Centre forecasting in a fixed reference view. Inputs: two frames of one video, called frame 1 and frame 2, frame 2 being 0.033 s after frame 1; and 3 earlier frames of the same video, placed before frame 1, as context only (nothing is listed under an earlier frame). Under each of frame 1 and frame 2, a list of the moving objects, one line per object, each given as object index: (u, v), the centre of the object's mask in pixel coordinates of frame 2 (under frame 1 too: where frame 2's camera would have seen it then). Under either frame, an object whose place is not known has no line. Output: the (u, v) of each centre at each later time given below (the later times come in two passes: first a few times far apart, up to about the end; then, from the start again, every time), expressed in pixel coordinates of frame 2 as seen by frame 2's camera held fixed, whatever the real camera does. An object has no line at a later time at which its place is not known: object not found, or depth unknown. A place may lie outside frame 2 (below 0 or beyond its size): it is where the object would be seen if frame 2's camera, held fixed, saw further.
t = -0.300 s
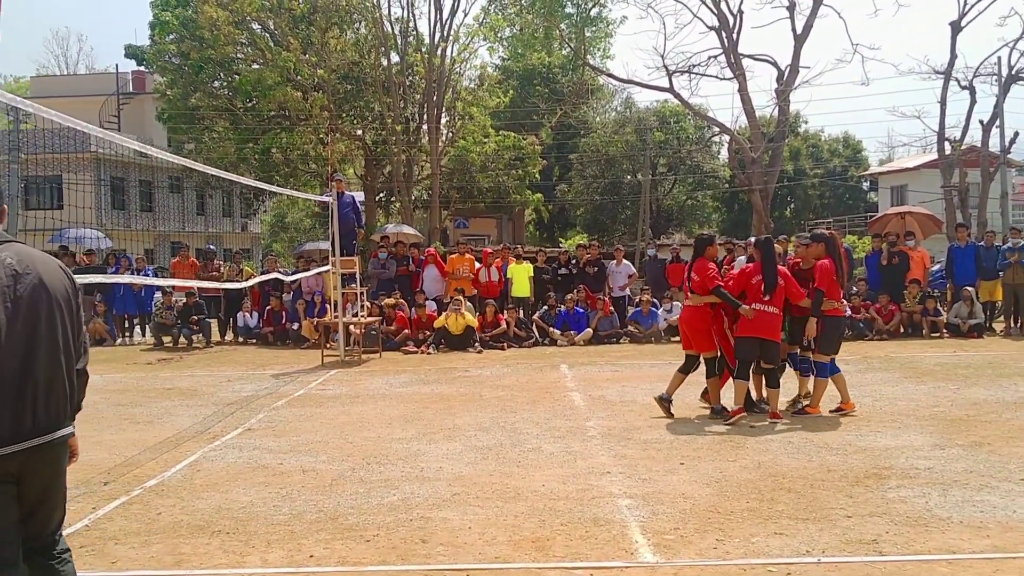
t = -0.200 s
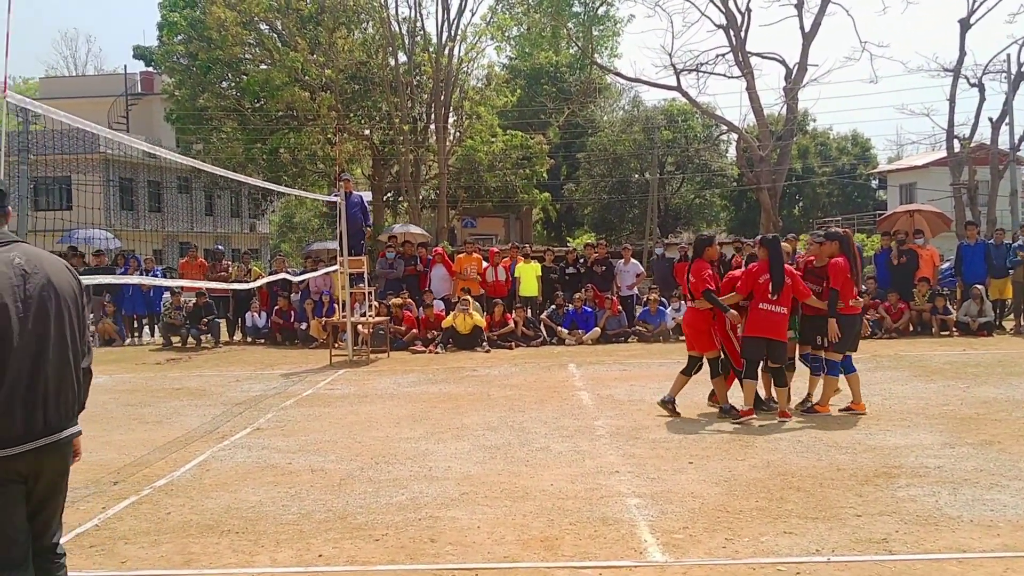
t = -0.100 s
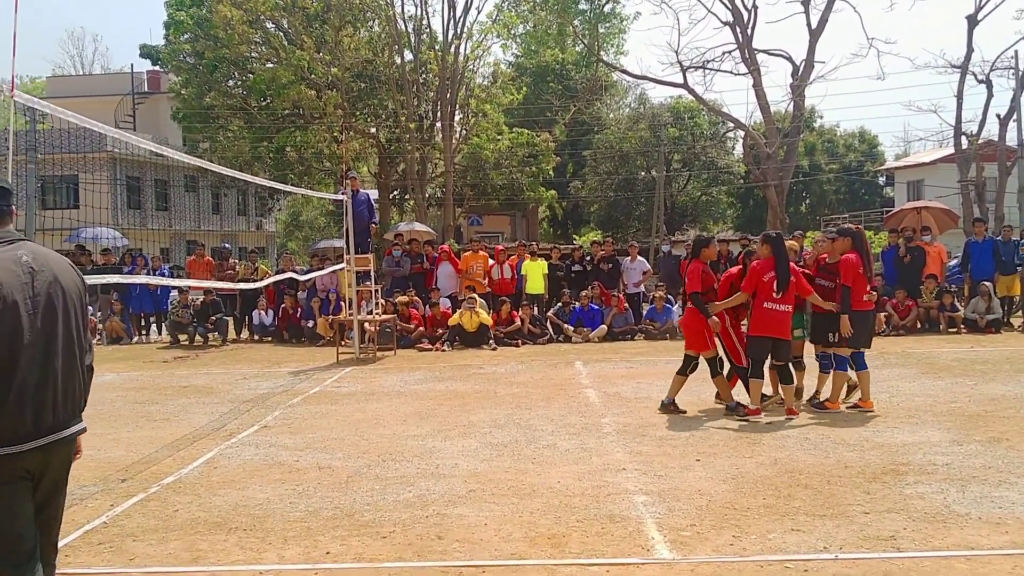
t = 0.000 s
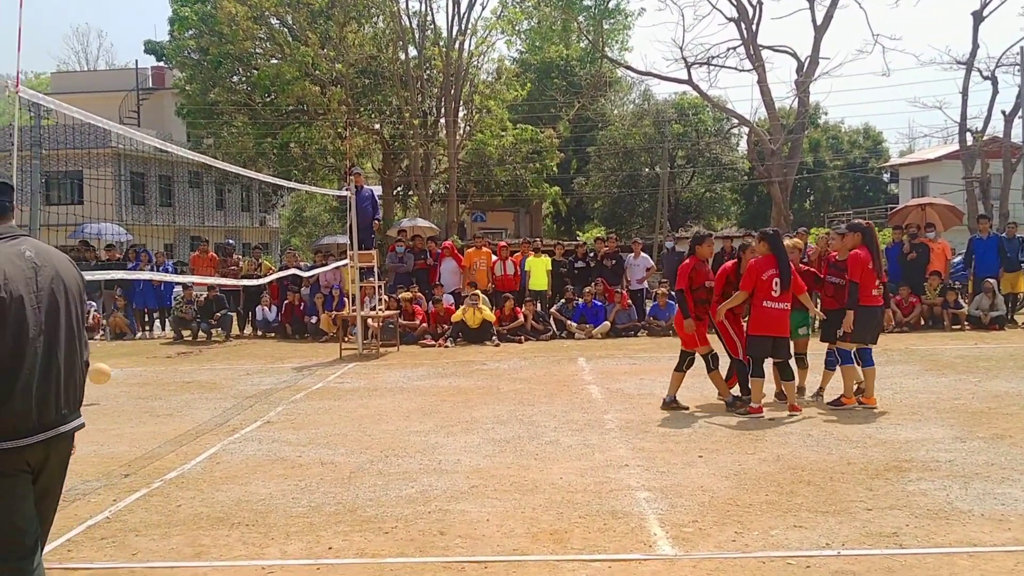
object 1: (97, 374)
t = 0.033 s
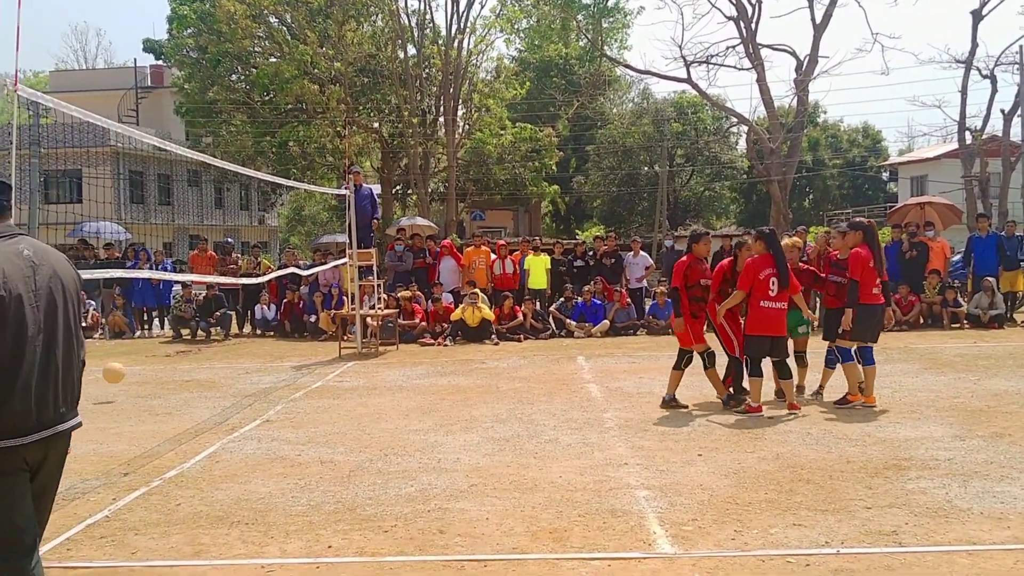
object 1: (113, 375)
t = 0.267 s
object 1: (215, 376)
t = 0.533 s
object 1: (327, 377)
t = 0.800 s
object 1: (435, 374)
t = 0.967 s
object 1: (500, 370)
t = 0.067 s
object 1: (128, 377)
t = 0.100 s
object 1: (142, 379)
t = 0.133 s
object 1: (156, 383)
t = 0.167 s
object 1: (172, 388)
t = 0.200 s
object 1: (187, 387)
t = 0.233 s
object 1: (201, 381)
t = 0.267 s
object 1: (215, 376)
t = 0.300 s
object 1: (229, 372)
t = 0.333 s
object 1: (243, 370)
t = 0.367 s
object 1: (257, 368)
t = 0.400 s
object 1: (272, 368)
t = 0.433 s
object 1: (286, 368)
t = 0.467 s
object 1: (300, 370)
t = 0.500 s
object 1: (313, 373)
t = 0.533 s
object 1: (327, 377)
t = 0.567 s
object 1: (340, 382)
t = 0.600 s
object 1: (355, 382)
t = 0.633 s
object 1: (368, 378)
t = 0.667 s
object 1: (382, 375)
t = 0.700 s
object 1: (395, 373)
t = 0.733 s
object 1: (409, 372)
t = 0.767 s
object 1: (422, 372)
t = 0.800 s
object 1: (435, 374)
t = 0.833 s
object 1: (449, 377)
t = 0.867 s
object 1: (461, 378)
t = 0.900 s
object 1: (474, 374)
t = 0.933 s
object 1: (488, 372)
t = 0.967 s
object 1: (500, 370)
